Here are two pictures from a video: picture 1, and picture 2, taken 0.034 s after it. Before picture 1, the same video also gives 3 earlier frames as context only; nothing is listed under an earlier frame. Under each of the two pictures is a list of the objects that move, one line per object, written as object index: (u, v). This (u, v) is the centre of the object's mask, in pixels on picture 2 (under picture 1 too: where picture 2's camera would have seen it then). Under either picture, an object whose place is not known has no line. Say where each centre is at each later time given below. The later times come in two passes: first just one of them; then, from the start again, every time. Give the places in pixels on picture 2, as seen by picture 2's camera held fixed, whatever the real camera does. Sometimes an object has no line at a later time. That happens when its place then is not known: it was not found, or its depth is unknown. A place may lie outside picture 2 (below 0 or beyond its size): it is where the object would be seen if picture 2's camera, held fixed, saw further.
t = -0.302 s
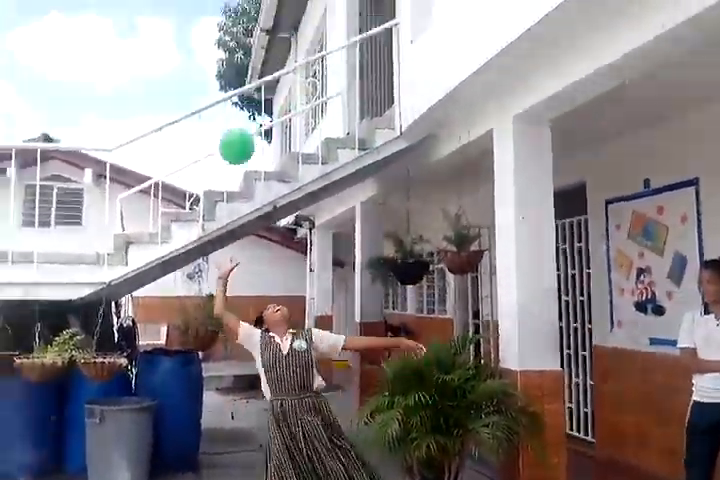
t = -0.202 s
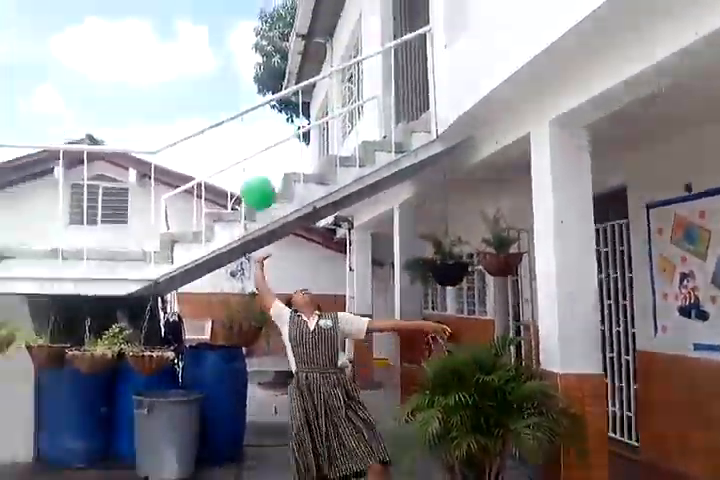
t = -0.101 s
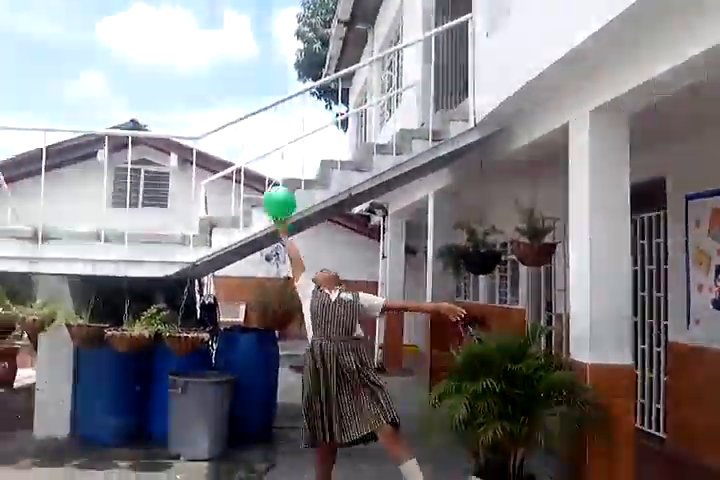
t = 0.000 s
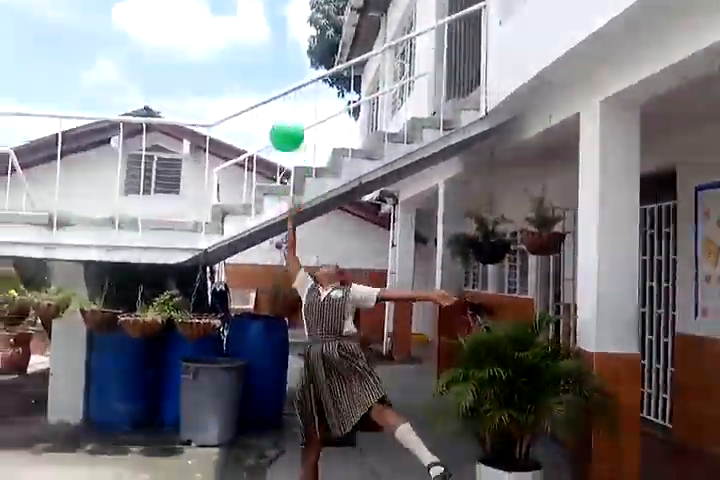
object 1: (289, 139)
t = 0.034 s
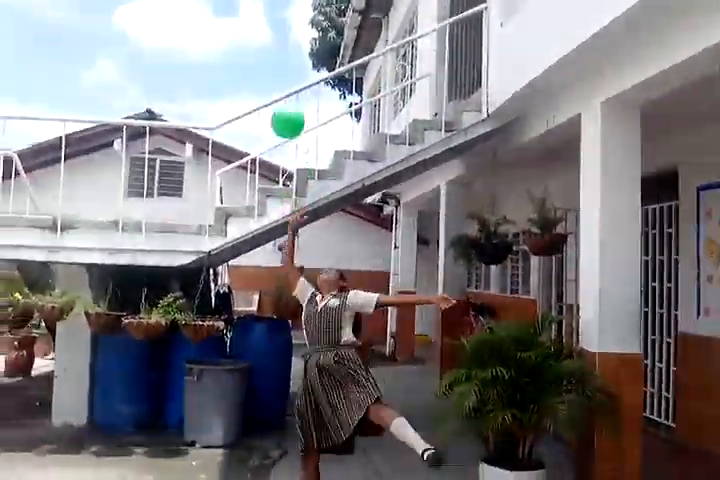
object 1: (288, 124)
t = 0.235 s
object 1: (278, 54)
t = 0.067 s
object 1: (287, 109)
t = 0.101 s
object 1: (286, 95)
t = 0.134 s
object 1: (284, 81)
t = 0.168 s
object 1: (282, 71)
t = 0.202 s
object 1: (280, 63)
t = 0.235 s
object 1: (278, 54)
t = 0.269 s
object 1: (276, 48)
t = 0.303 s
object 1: (276, 43)
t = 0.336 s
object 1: (276, 39)
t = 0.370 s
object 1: (276, 39)
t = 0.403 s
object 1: (276, 44)
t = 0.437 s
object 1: (274, 48)
